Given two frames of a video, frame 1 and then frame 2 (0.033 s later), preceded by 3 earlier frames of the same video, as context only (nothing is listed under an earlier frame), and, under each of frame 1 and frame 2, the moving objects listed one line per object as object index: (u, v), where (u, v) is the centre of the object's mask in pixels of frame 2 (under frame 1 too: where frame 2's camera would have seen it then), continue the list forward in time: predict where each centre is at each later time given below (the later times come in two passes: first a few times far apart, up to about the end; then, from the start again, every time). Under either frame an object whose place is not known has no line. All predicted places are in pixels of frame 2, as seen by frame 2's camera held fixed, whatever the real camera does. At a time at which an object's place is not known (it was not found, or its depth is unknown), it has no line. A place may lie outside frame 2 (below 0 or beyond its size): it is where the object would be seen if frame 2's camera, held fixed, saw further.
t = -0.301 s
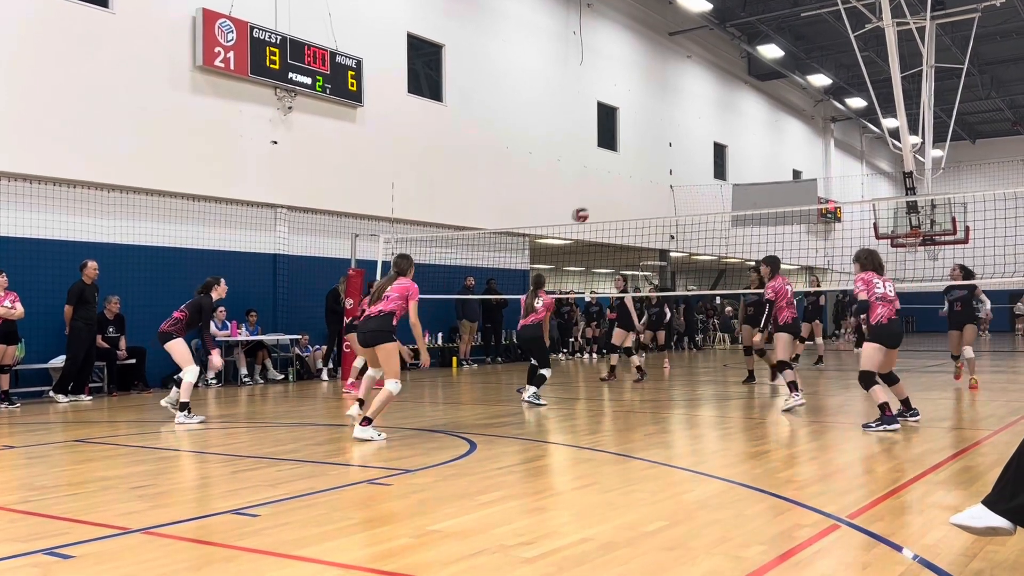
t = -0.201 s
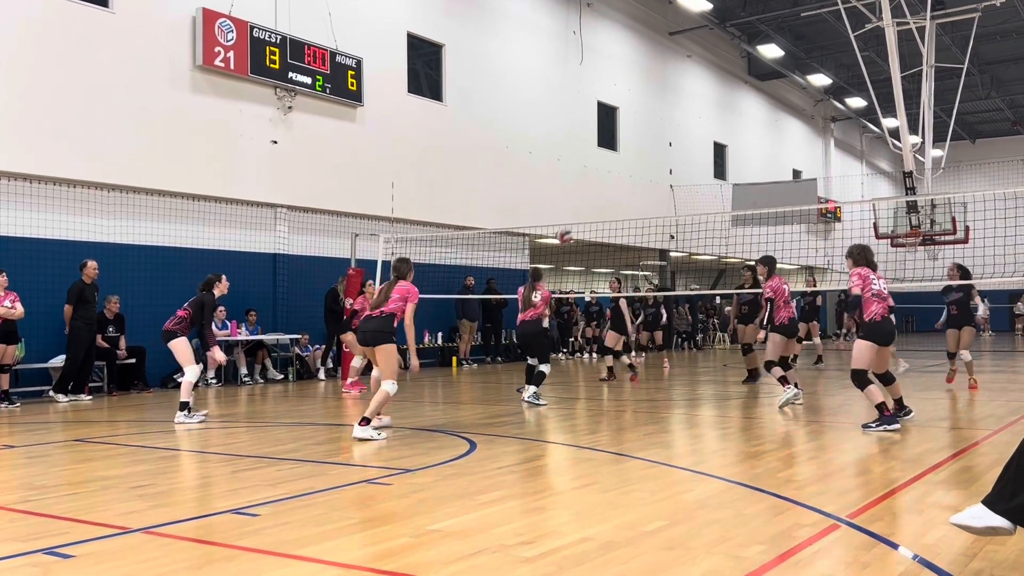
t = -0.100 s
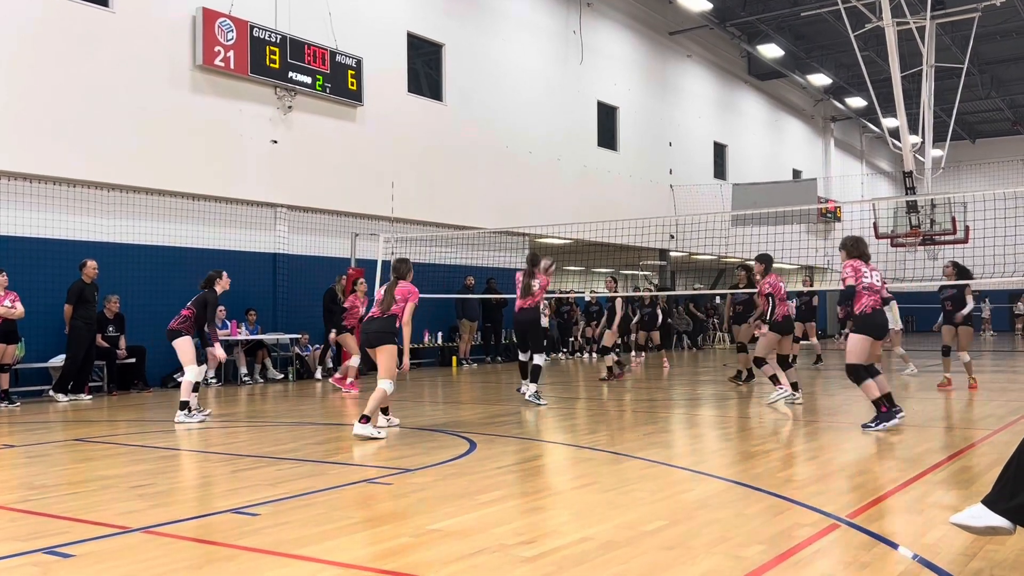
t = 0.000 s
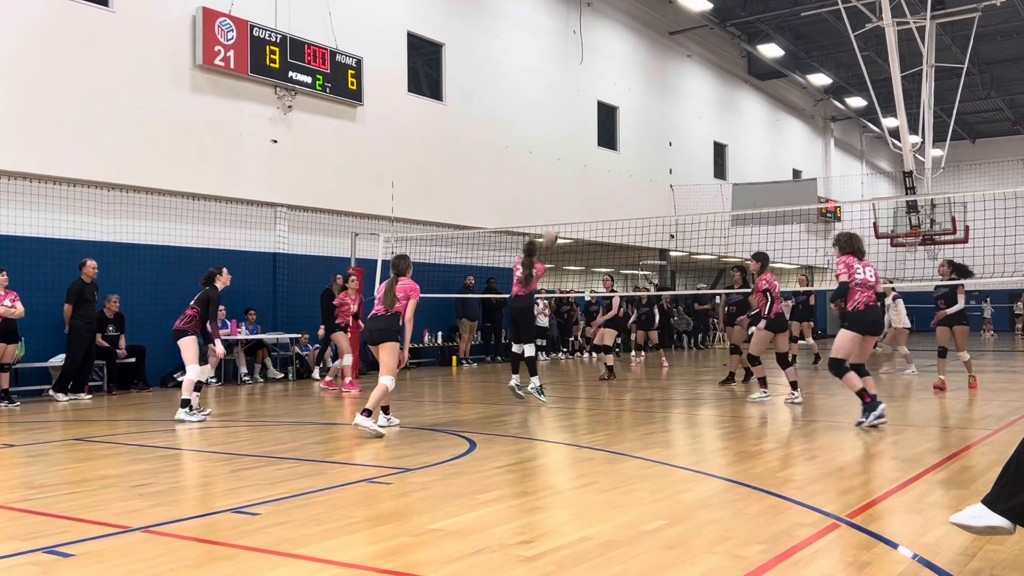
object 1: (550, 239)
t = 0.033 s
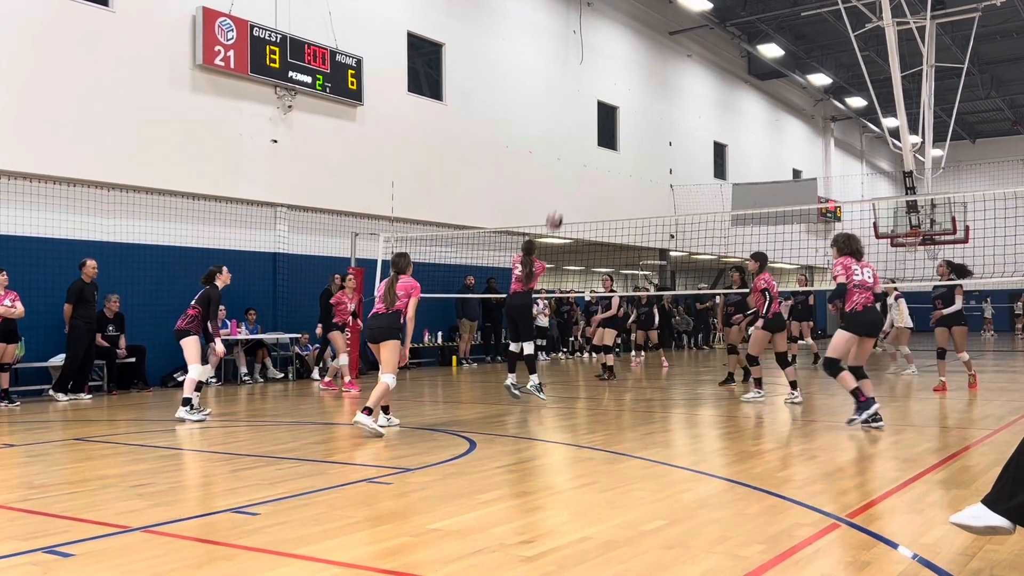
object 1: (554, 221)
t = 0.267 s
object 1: (584, 125)
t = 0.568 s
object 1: (622, 71)
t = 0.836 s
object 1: (654, 86)
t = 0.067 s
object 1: (558, 205)
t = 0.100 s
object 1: (563, 189)
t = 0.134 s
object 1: (567, 174)
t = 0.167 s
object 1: (571, 161)
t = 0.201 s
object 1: (576, 148)
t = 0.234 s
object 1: (580, 136)
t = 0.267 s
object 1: (584, 125)
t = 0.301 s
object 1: (588, 116)
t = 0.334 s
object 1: (592, 107)
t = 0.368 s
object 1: (597, 99)
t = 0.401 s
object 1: (601, 92)
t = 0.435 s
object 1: (605, 86)
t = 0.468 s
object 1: (609, 81)
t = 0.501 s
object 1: (613, 77)
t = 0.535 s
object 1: (618, 74)
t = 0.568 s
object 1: (622, 71)
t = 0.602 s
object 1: (626, 70)
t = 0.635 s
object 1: (630, 70)
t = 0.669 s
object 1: (634, 70)
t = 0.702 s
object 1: (638, 71)
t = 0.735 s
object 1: (642, 74)
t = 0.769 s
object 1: (646, 77)
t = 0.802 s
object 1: (650, 81)
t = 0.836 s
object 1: (654, 86)
